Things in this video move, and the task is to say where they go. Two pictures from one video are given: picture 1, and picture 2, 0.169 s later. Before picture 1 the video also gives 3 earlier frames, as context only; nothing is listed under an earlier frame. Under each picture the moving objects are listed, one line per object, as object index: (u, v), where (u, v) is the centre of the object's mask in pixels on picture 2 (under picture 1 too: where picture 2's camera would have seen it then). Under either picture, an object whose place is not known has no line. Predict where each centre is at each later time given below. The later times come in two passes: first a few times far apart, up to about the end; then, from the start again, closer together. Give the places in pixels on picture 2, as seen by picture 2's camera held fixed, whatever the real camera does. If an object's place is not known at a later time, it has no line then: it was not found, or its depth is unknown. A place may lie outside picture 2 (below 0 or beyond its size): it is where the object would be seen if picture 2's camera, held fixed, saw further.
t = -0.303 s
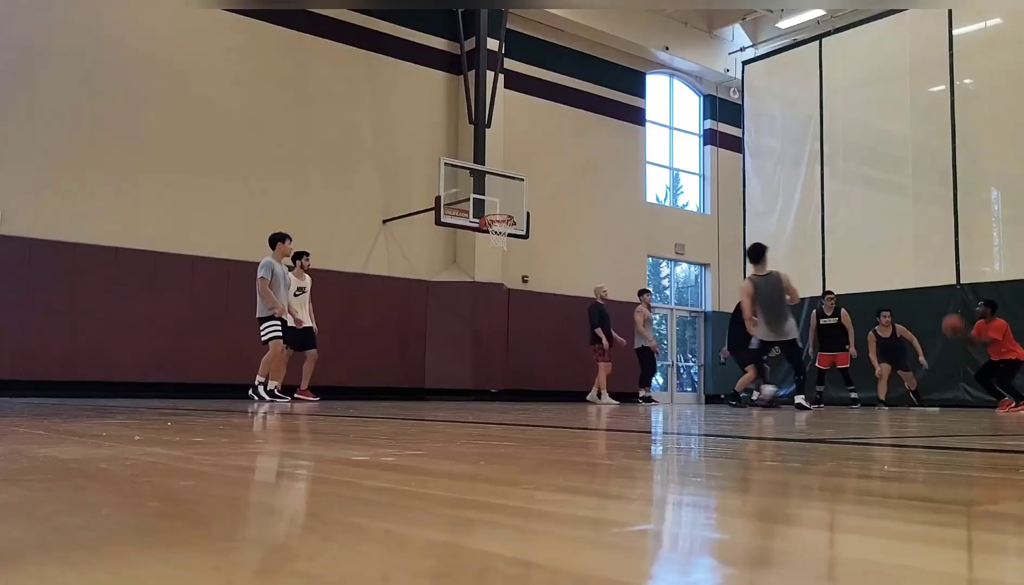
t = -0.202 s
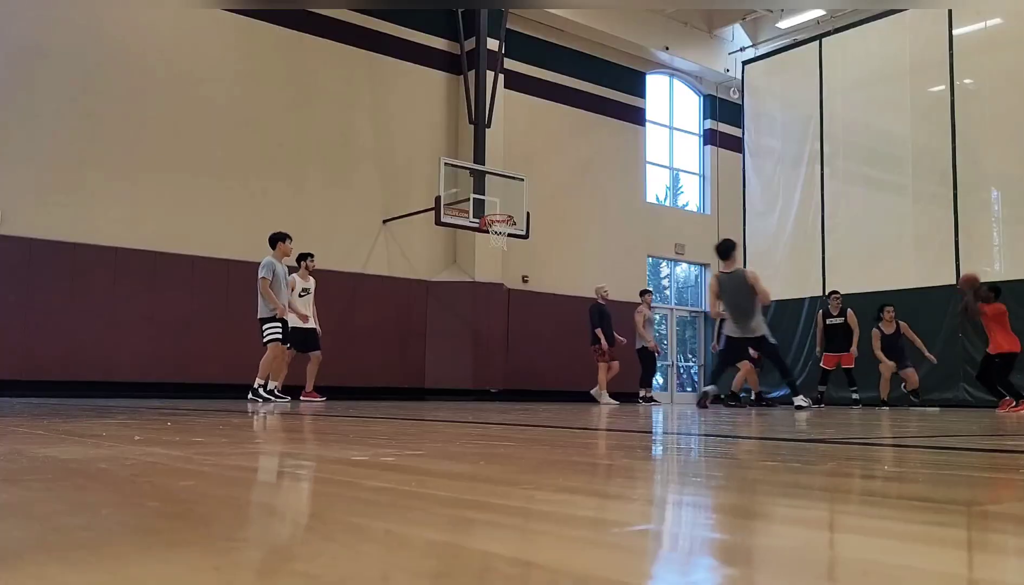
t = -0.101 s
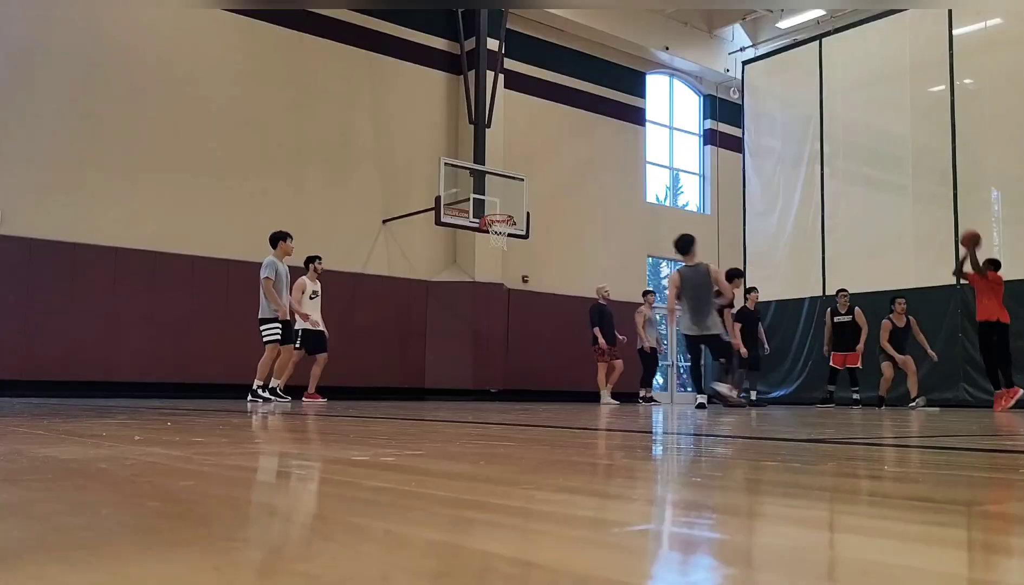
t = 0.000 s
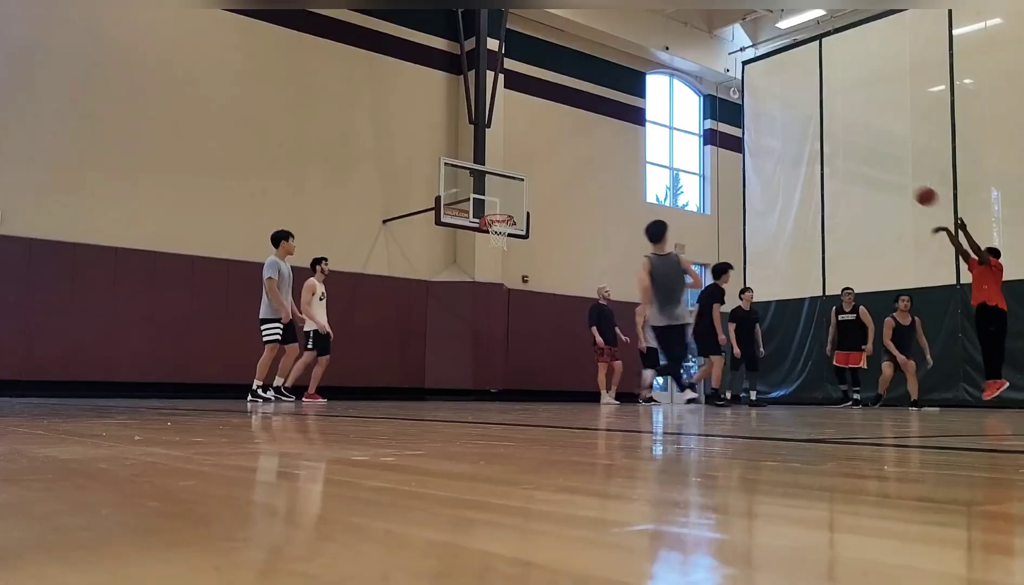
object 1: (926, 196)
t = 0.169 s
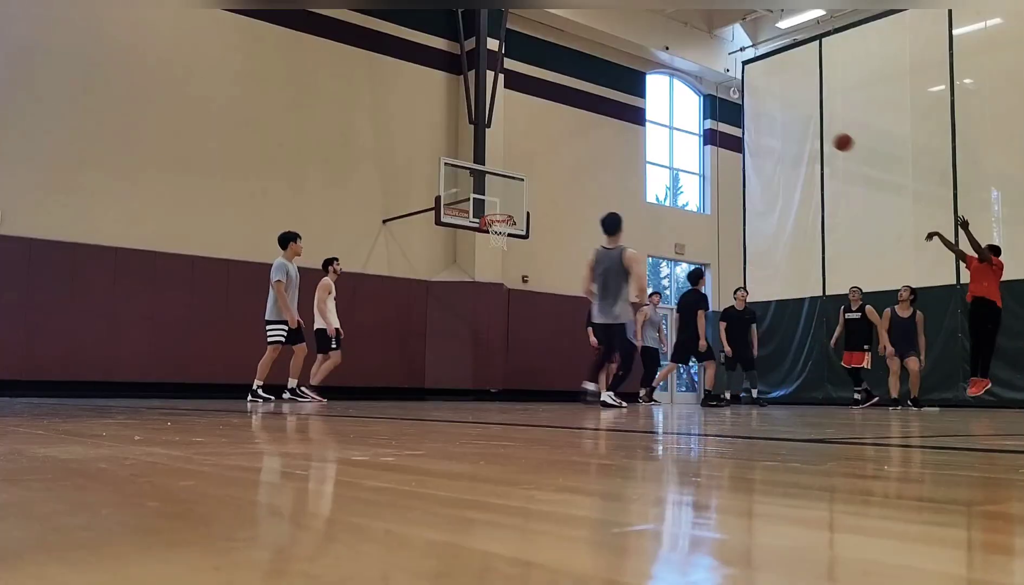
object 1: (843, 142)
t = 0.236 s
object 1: (812, 127)
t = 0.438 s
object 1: (728, 104)
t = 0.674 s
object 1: (640, 109)
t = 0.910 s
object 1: (563, 146)
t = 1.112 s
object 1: (503, 200)
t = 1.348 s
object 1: (525, 201)
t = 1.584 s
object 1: (574, 202)
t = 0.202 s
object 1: (828, 134)
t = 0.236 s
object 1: (812, 127)
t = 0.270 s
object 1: (798, 121)
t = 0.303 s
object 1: (783, 116)
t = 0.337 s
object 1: (769, 111)
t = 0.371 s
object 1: (755, 108)
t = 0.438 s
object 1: (728, 104)
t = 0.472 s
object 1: (716, 102)
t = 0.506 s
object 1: (704, 101)
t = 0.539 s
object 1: (690, 101)
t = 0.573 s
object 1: (677, 102)
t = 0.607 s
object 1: (665, 104)
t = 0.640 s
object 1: (653, 106)
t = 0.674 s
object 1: (640, 109)
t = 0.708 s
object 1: (630, 112)
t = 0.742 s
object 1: (619, 116)
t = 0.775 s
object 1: (607, 121)
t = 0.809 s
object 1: (595, 127)
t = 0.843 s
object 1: (584, 133)
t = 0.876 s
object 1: (573, 139)
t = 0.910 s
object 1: (563, 146)
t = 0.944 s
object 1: (552, 154)
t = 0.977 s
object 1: (542, 162)
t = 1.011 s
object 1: (532, 171)
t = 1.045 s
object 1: (522, 180)
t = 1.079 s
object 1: (512, 190)
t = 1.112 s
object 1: (503, 200)
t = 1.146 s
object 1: (493, 210)
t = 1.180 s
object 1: (494, 214)
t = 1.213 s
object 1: (498, 214)
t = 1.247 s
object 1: (505, 210)
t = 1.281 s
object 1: (512, 207)
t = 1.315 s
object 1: (518, 204)
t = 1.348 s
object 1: (525, 201)
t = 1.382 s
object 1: (532, 200)
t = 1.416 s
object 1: (539, 198)
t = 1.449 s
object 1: (546, 198)
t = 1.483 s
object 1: (553, 198)
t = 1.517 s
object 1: (560, 198)
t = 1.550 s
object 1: (567, 200)
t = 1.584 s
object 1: (574, 202)
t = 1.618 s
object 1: (581, 204)
